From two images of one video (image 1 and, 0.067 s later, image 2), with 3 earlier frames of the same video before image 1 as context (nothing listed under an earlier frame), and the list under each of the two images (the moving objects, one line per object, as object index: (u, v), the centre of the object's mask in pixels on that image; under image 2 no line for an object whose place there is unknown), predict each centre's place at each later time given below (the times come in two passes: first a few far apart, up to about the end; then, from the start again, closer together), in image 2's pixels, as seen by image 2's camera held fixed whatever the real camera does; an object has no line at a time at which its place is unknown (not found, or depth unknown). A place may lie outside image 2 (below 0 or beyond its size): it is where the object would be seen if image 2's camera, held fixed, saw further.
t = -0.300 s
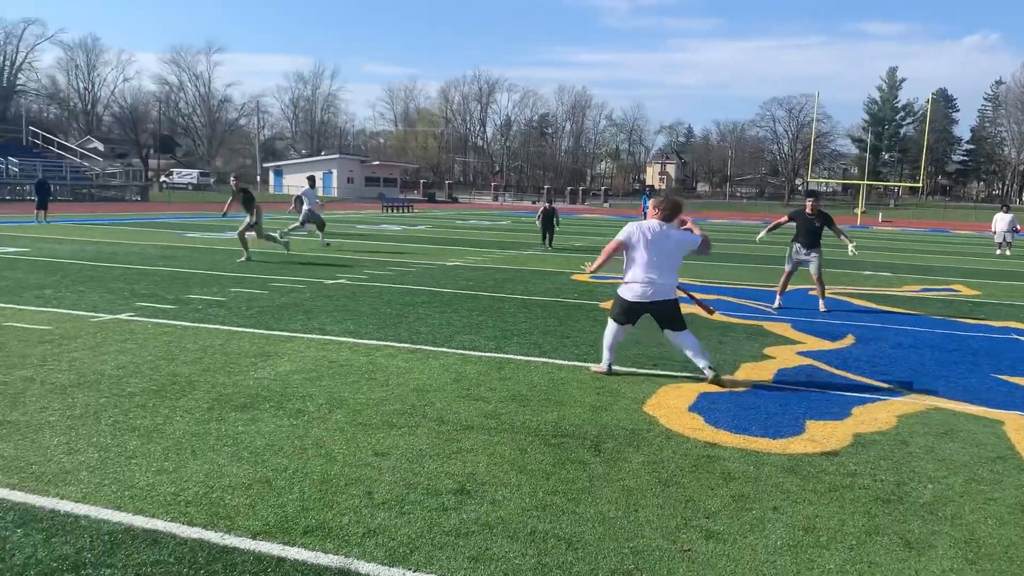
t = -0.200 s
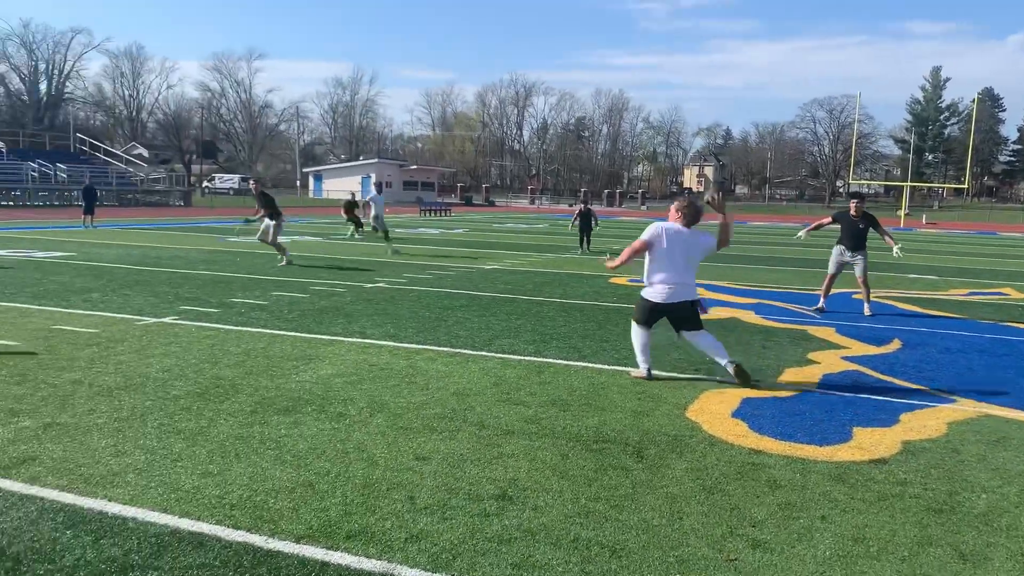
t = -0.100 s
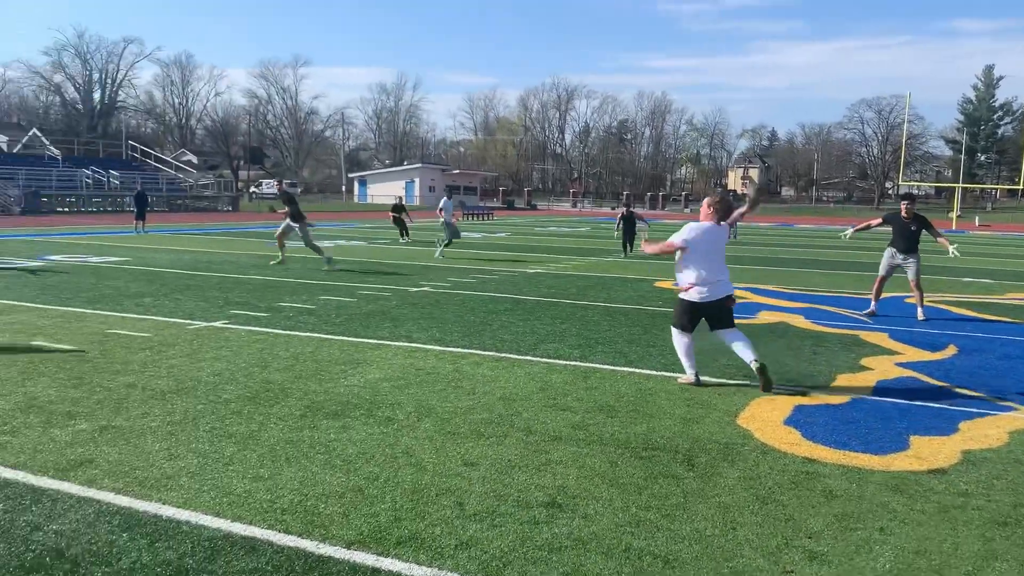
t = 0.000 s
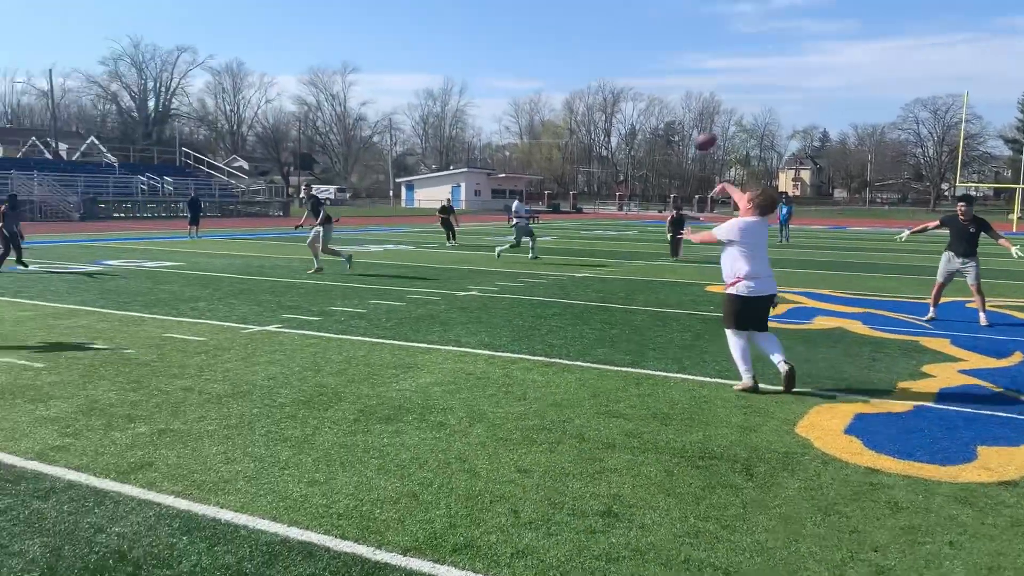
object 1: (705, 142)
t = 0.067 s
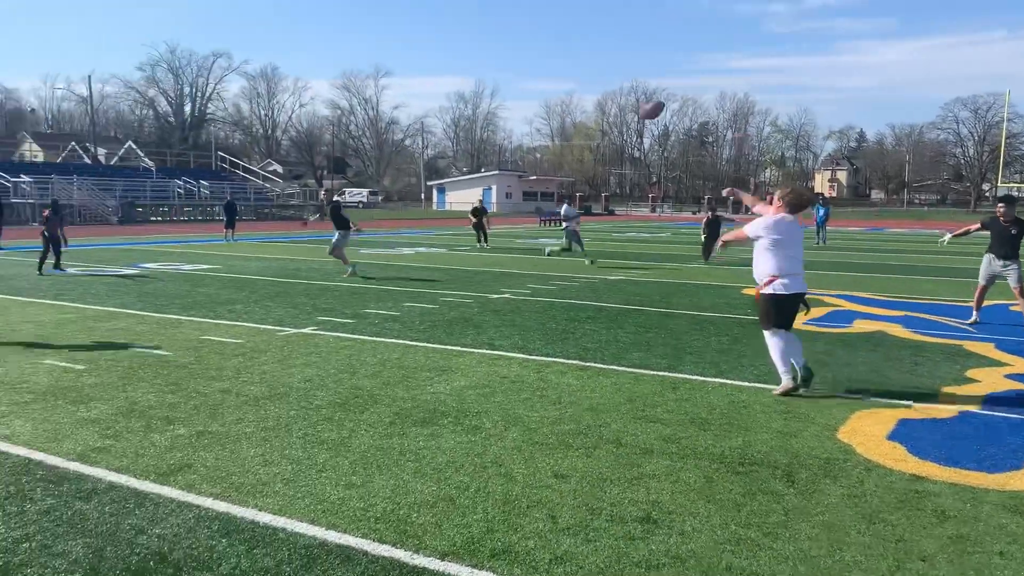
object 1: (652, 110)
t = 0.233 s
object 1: (484, 66)
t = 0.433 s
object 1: (336, 56)
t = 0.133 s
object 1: (579, 87)
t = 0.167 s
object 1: (545, 79)
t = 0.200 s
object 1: (514, 72)
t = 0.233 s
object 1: (484, 66)
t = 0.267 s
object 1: (456, 62)
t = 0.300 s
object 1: (429, 59)
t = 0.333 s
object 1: (404, 57)
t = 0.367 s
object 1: (380, 56)
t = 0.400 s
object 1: (357, 56)
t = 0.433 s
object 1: (336, 56)
